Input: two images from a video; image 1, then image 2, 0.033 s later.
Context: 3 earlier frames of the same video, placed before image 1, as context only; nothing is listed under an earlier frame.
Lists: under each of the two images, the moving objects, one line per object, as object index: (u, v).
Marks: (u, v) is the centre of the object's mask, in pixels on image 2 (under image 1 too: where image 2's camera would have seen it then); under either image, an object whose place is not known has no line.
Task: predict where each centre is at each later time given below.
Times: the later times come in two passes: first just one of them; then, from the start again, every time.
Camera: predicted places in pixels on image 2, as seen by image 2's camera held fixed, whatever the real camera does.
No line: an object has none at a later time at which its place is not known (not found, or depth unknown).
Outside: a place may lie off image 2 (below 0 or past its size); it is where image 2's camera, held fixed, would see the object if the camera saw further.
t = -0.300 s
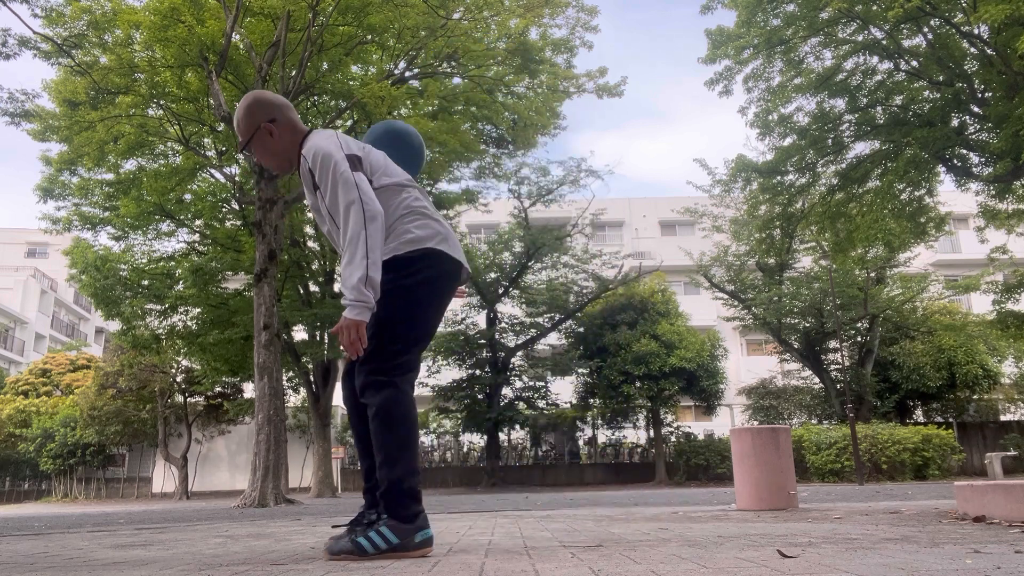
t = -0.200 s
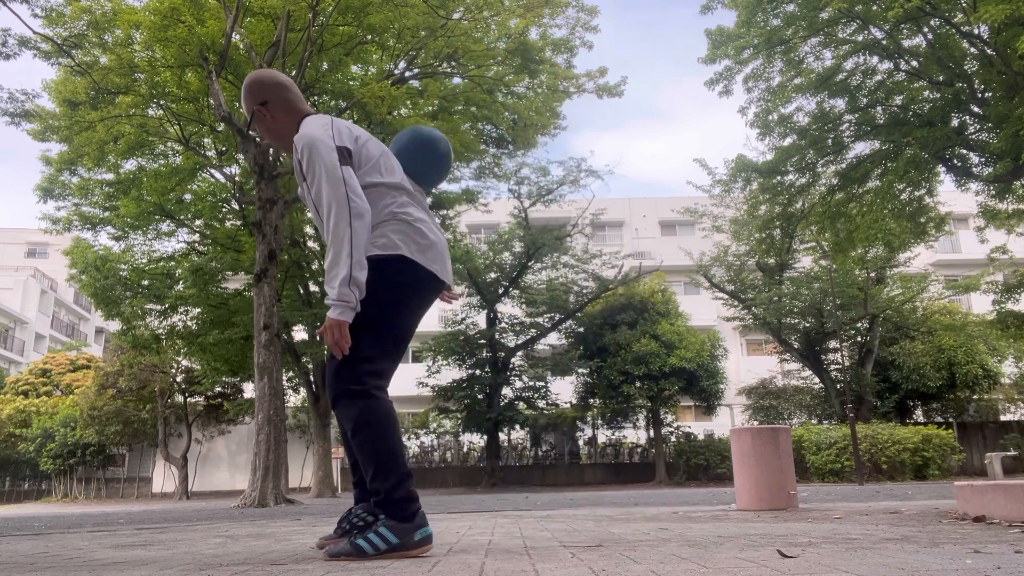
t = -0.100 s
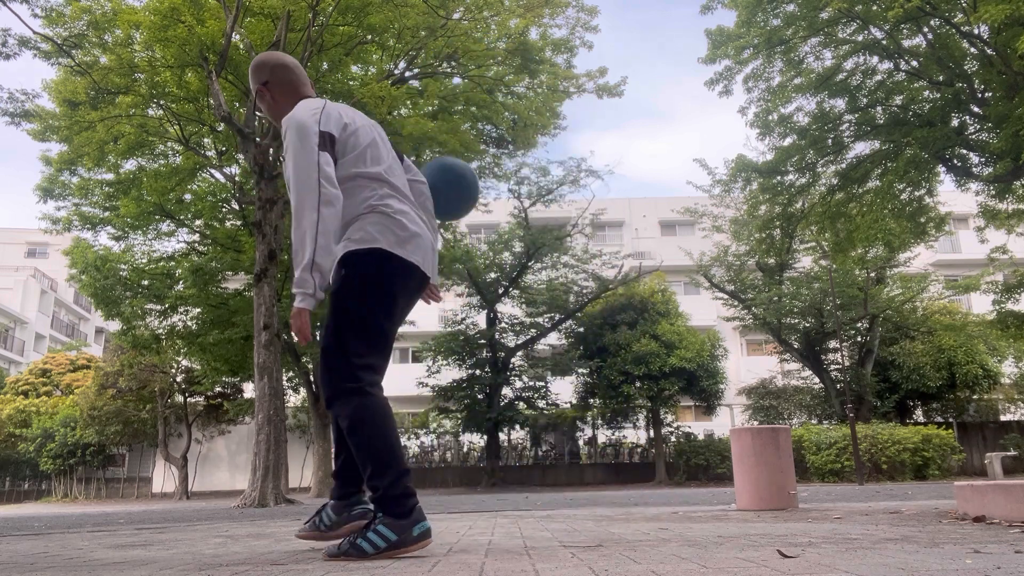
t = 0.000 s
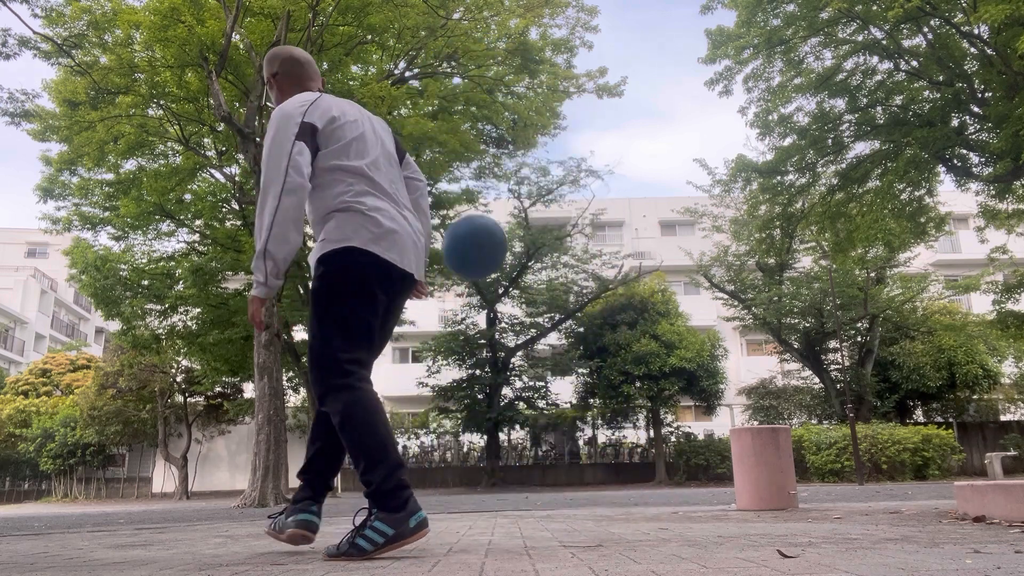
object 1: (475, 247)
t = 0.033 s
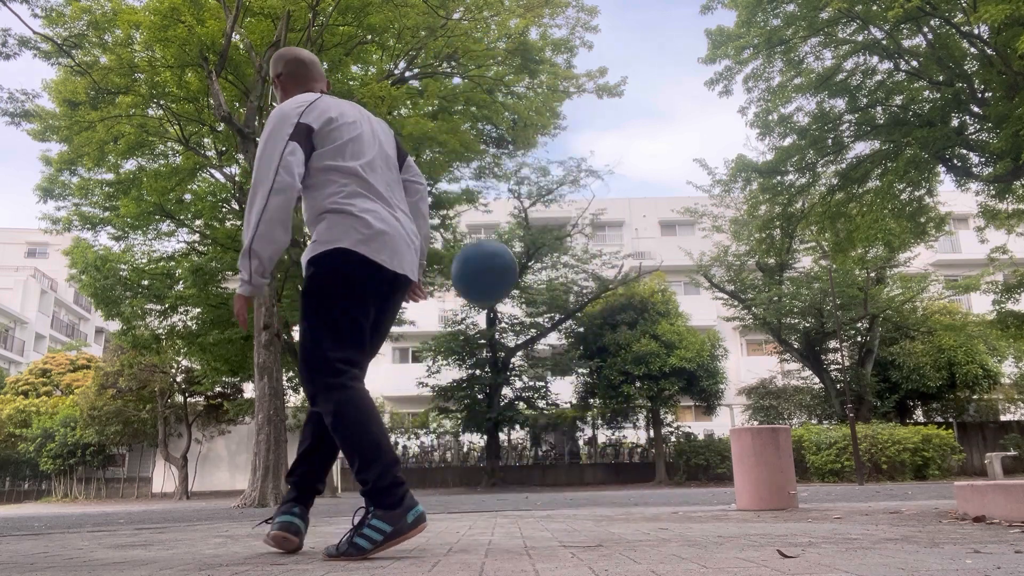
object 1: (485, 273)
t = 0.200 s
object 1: (535, 456)
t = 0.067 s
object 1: (494, 301)
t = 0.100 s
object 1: (503, 335)
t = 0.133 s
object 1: (513, 372)
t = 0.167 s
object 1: (523, 411)
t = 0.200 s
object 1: (535, 456)
